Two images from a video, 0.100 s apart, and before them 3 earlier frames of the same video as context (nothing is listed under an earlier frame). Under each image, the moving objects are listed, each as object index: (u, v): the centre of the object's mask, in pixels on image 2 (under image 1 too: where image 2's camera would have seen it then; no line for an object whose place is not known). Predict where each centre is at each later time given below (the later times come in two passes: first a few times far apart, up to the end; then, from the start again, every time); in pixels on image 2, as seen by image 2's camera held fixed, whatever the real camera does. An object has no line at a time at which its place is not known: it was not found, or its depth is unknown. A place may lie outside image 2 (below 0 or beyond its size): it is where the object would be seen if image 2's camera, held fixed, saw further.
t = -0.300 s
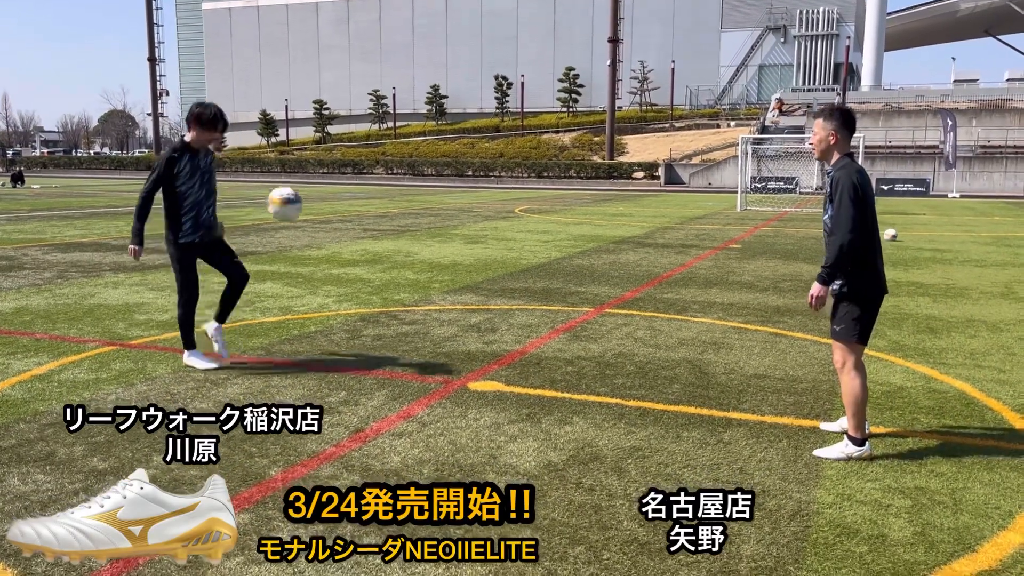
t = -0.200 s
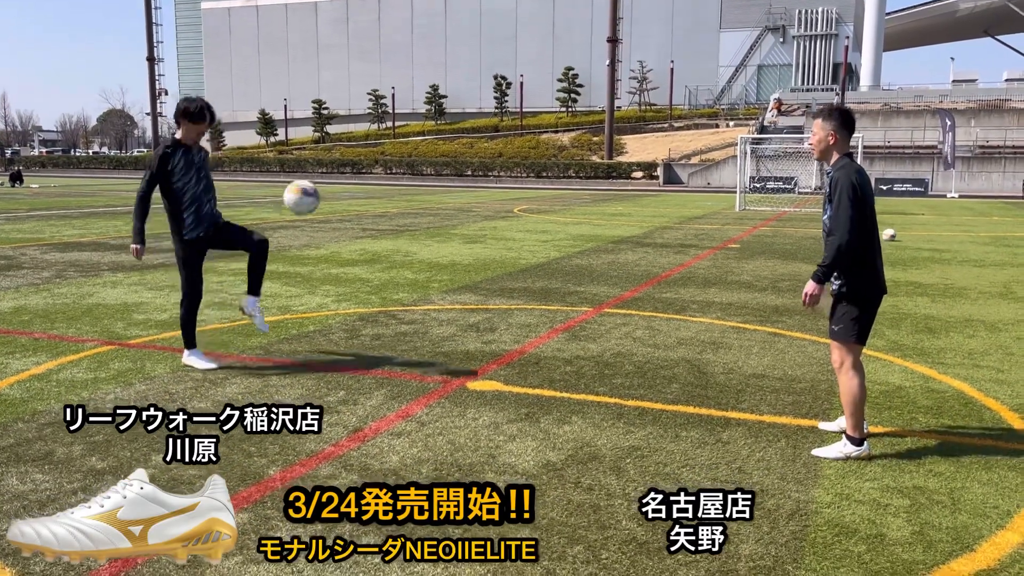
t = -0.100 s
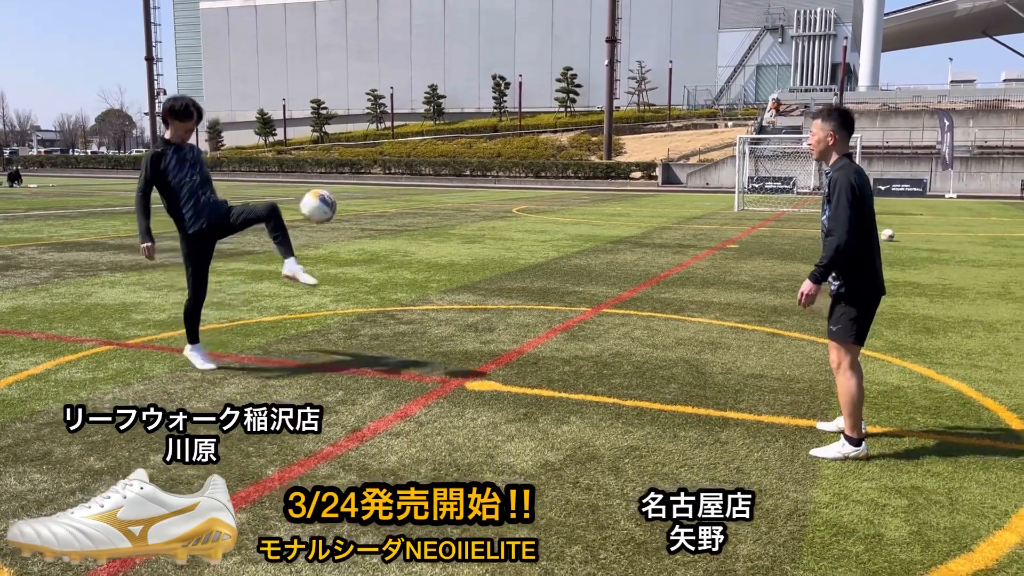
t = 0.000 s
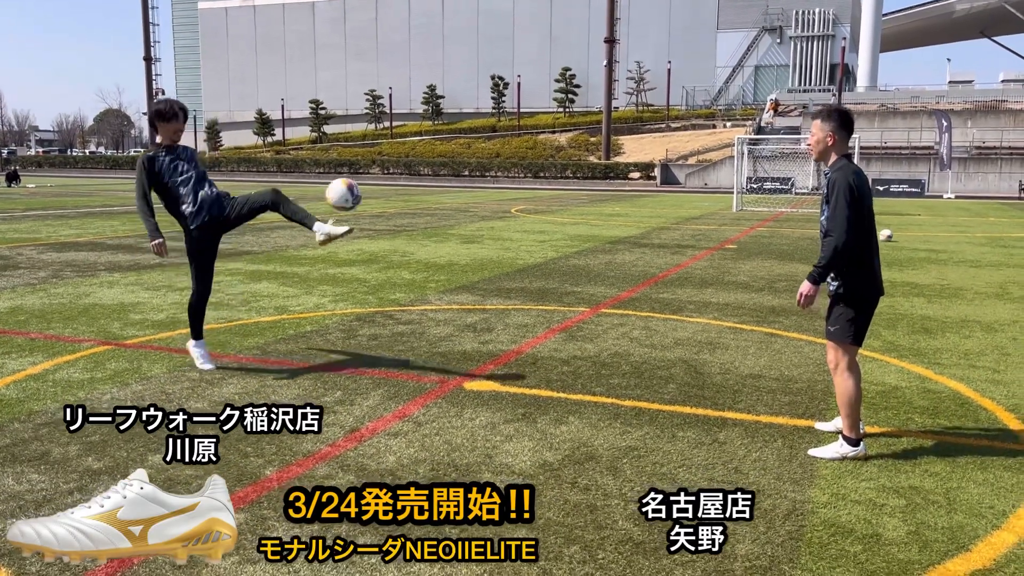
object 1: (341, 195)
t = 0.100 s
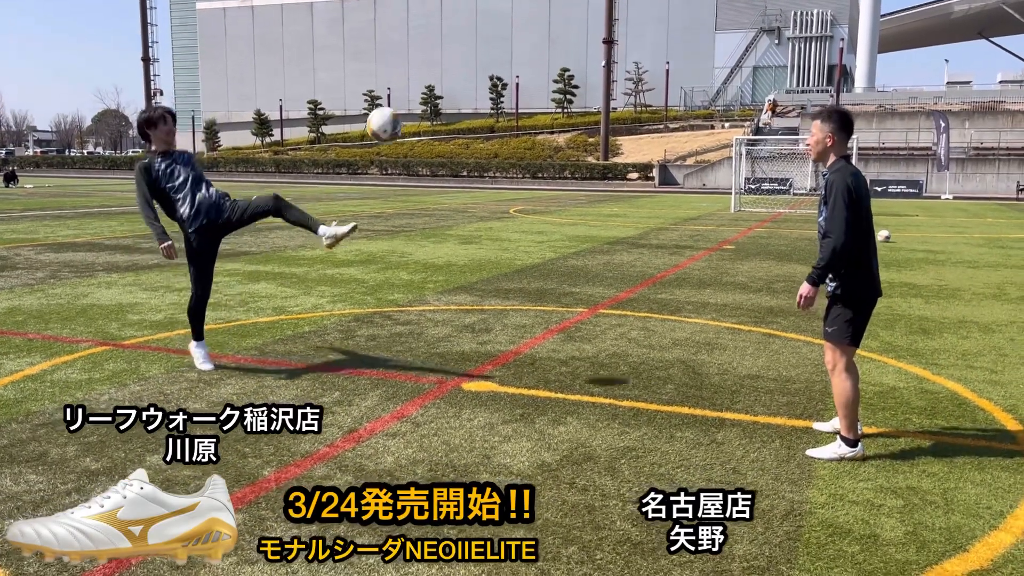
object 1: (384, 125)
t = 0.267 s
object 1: (461, 36)
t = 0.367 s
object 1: (510, 9)
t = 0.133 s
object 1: (399, 104)
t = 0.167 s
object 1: (414, 84)
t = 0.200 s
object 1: (430, 67)
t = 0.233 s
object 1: (445, 50)
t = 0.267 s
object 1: (461, 36)
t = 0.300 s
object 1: (477, 23)
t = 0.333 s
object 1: (493, 14)
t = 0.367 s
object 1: (510, 9)
